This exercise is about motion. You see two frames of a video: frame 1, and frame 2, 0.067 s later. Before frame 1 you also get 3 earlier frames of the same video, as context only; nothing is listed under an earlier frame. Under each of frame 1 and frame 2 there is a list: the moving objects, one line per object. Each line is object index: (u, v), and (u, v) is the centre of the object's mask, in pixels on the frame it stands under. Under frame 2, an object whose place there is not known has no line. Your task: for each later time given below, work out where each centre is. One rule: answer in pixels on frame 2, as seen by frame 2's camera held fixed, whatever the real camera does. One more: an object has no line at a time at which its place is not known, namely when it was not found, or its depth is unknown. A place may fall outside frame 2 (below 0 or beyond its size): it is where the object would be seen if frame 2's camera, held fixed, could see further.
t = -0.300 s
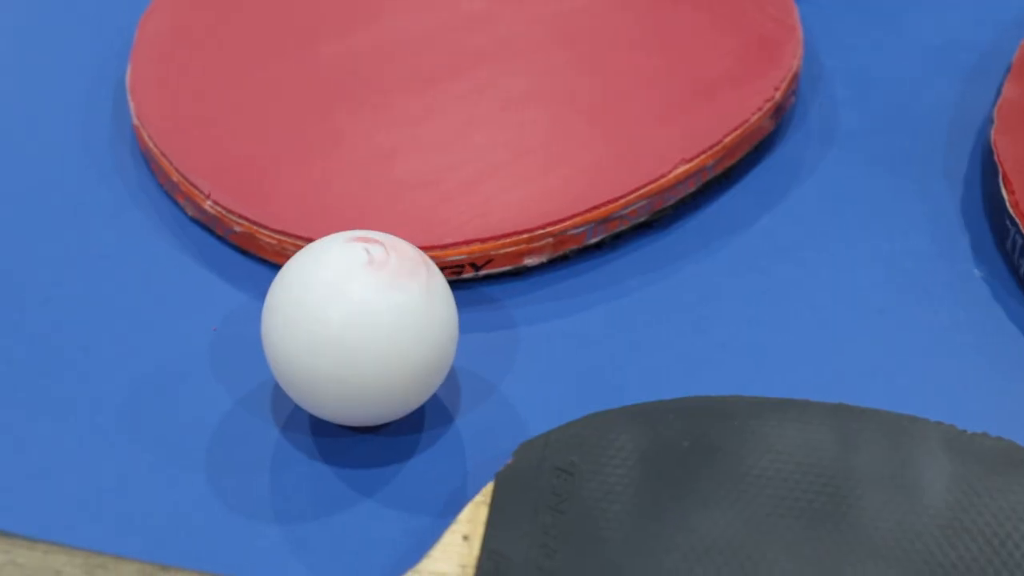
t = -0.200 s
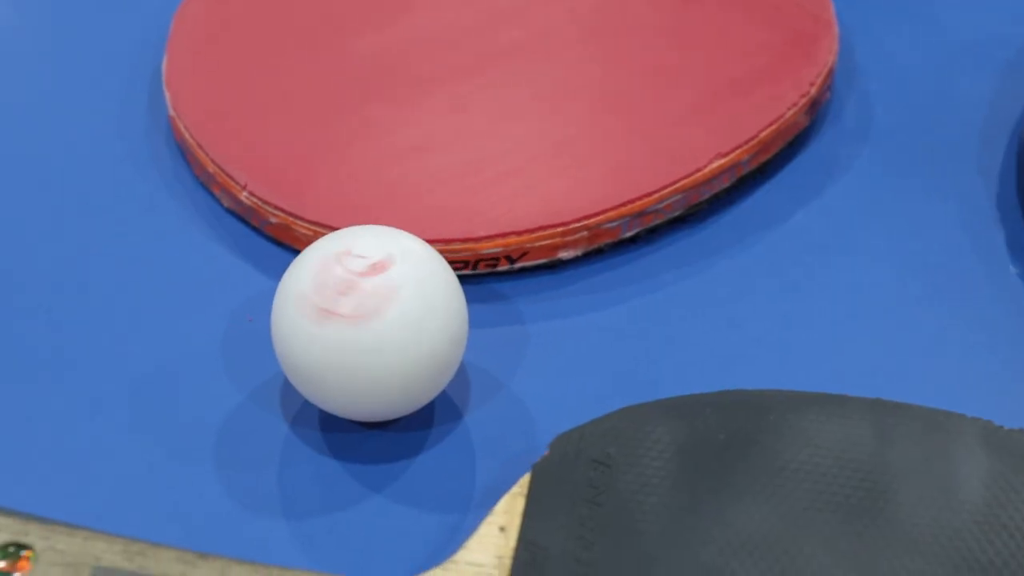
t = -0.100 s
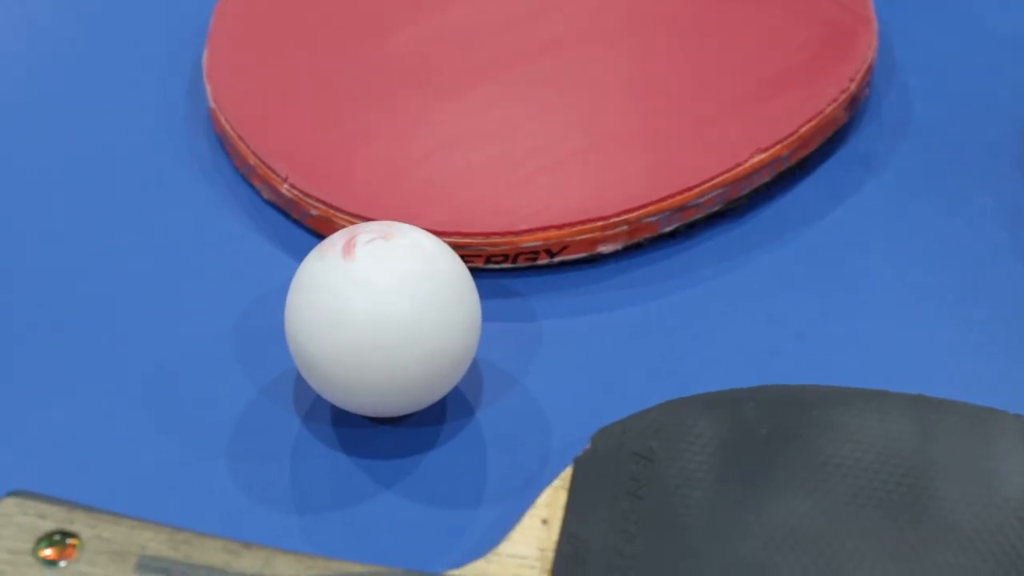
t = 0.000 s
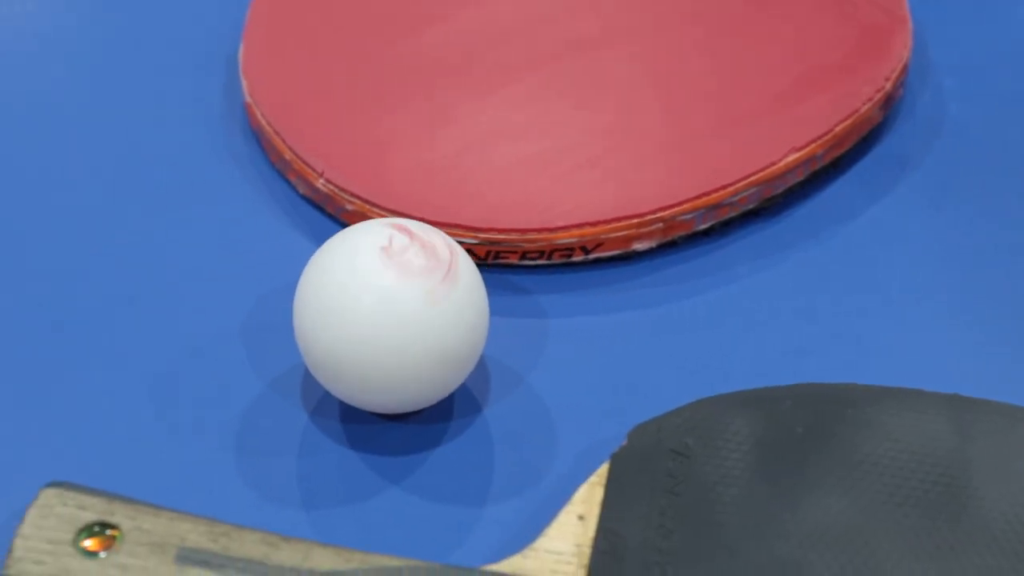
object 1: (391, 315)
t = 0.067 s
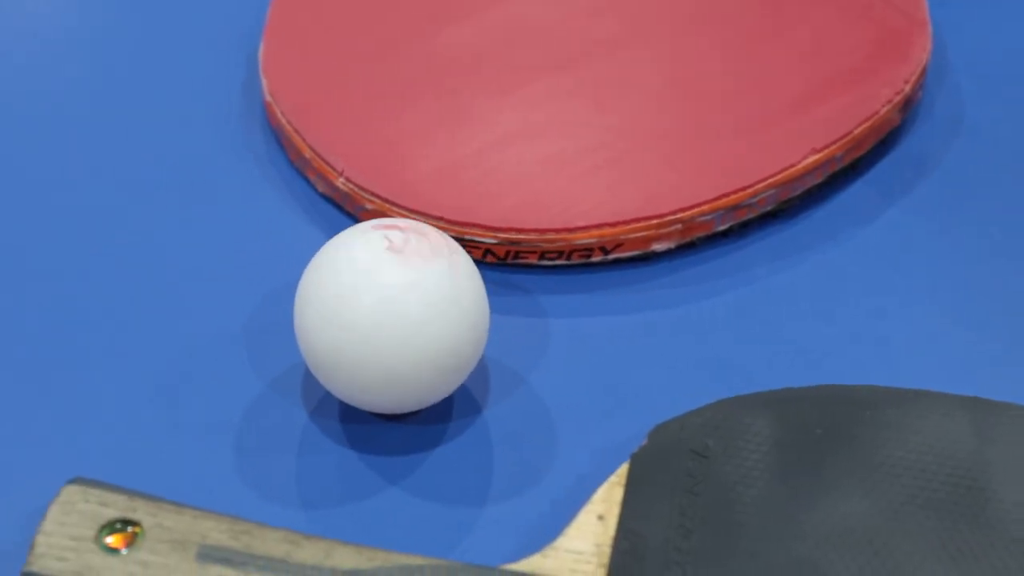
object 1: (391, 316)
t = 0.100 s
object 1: (382, 316)
